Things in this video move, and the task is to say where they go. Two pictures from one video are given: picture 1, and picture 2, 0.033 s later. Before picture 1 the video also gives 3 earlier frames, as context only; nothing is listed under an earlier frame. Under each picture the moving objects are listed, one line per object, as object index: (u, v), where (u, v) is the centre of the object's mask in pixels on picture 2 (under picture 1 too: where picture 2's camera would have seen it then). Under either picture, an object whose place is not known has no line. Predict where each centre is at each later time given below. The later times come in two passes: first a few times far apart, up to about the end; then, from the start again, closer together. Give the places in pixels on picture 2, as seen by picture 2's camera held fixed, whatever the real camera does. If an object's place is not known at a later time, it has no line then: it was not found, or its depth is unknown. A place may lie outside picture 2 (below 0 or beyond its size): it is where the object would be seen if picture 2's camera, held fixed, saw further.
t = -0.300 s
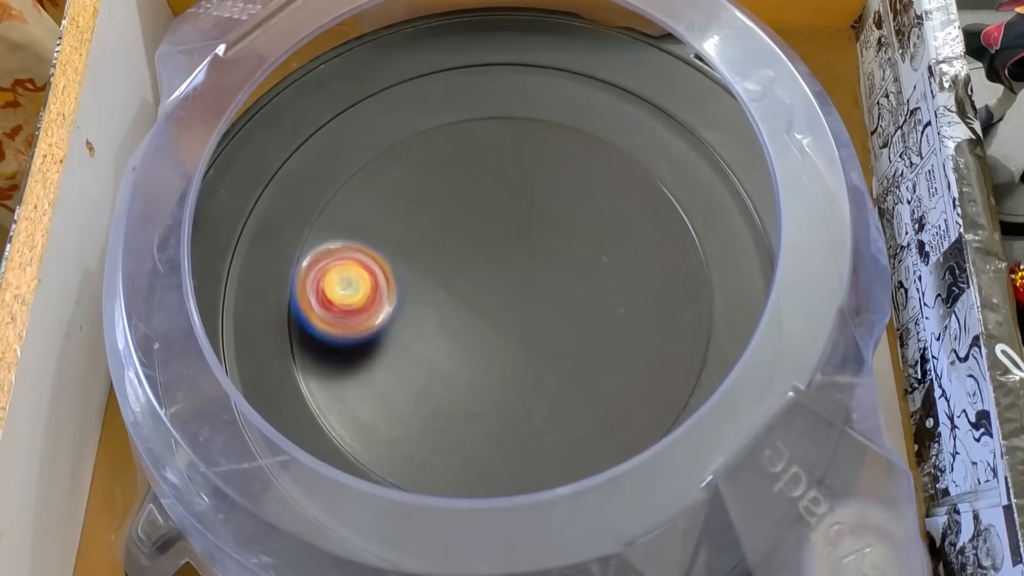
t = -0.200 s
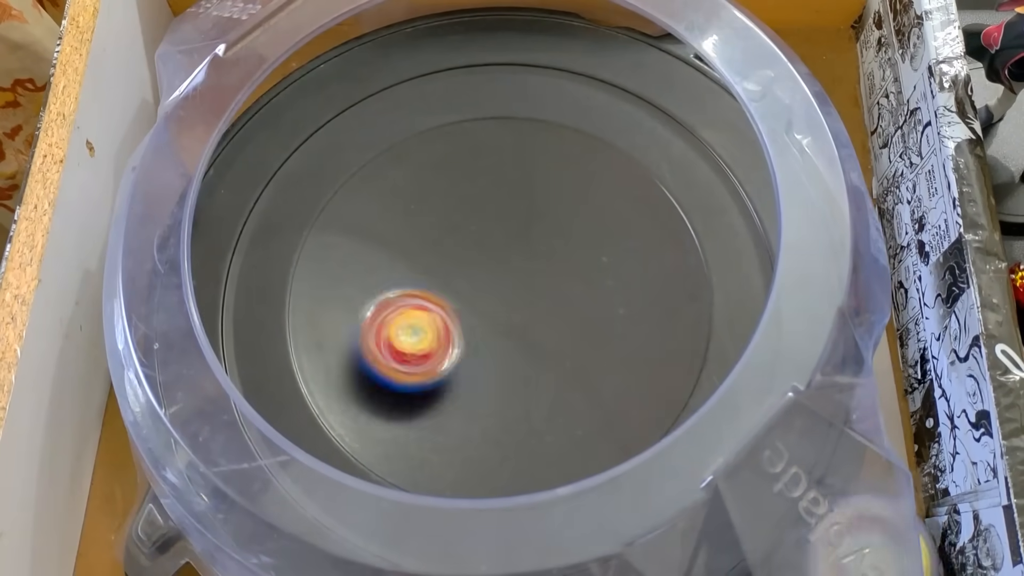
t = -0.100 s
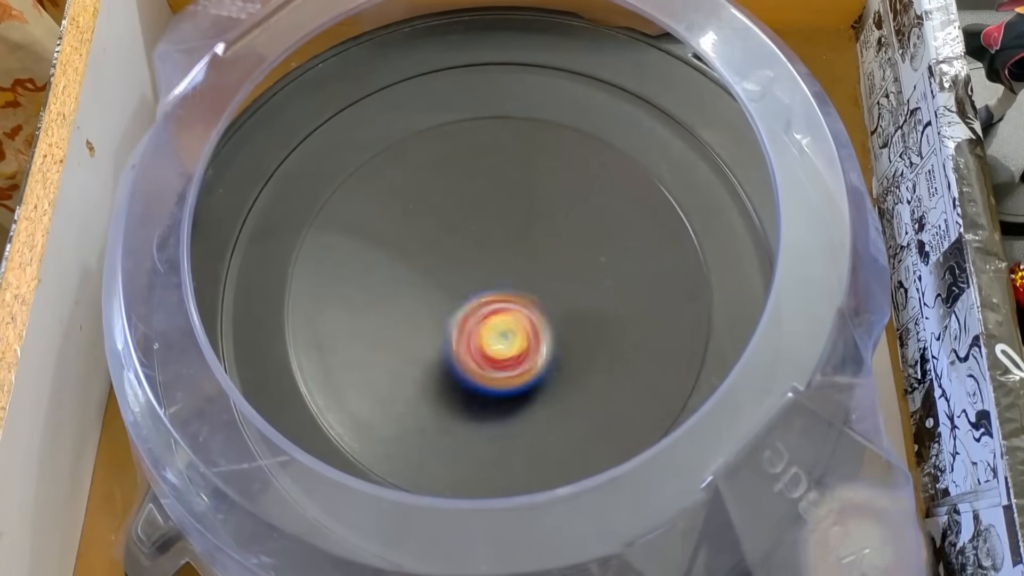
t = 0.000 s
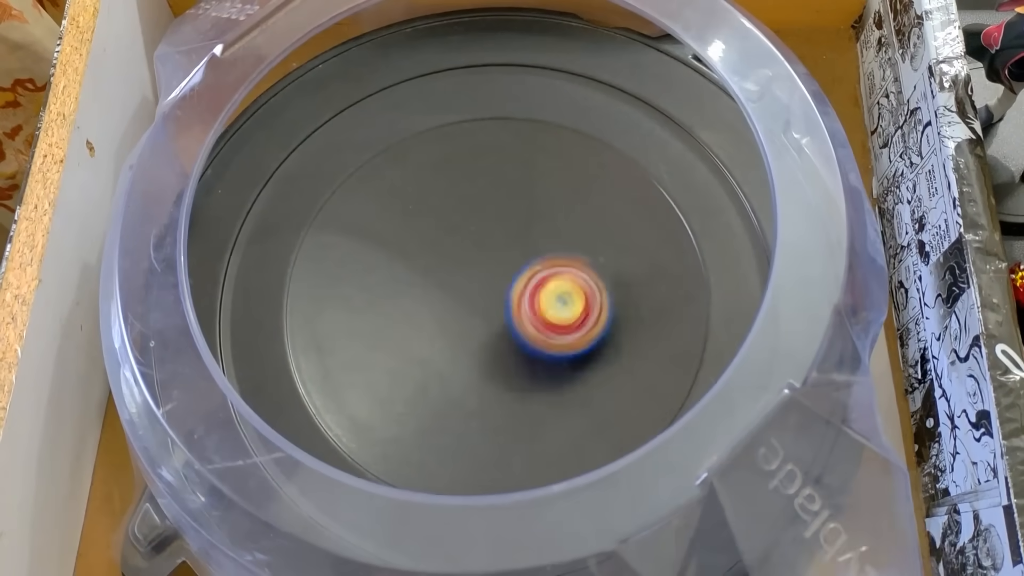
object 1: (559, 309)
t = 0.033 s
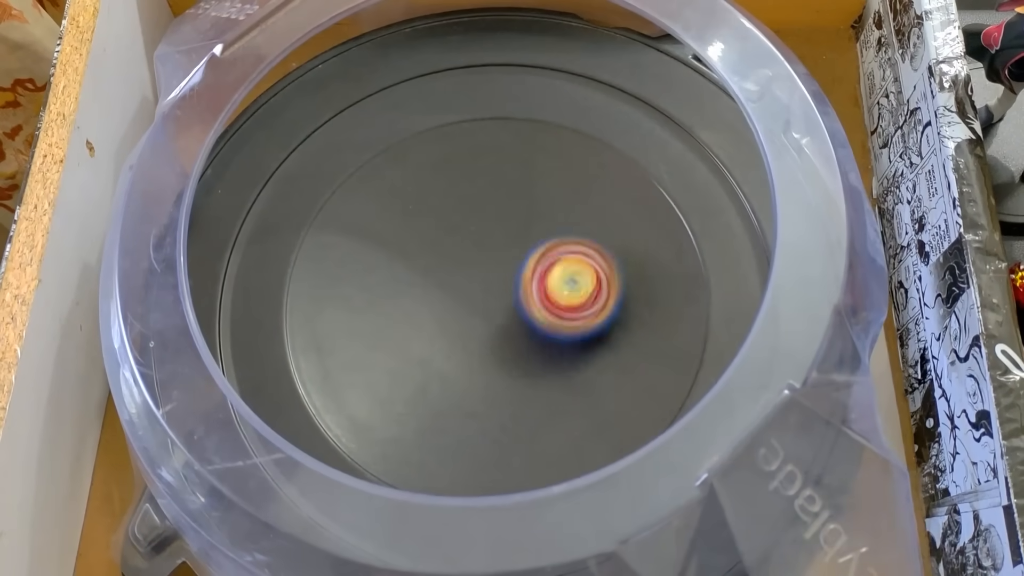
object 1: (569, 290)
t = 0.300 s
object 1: (511, 148)
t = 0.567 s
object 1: (422, 294)
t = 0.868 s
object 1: (572, 367)
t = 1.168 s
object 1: (601, 244)
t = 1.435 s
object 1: (430, 289)
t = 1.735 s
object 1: (451, 418)
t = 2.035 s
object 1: (558, 309)
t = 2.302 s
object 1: (435, 228)
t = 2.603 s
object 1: (367, 325)
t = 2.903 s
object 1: (554, 315)
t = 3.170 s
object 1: (547, 192)
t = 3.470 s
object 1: (427, 262)
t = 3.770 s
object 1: (539, 374)
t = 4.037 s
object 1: (616, 289)
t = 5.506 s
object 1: (390, 299)
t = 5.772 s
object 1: (535, 339)
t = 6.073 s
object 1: (566, 219)
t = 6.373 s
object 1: (445, 280)
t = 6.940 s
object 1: (575, 298)
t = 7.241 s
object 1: (434, 265)
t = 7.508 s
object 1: (412, 359)
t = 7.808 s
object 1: (545, 305)
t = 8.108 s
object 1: (482, 209)
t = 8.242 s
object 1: (434, 239)
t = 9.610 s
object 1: (531, 351)
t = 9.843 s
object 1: (516, 253)
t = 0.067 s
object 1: (576, 270)
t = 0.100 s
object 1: (577, 247)
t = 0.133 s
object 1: (576, 226)
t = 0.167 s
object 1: (571, 205)
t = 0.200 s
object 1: (561, 185)
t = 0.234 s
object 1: (548, 167)
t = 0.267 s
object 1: (532, 154)
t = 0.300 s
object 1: (511, 148)
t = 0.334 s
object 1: (491, 148)
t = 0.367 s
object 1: (471, 154)
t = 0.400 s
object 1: (453, 168)
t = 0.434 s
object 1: (436, 189)
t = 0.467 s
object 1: (425, 212)
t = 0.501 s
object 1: (419, 239)
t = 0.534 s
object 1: (419, 268)
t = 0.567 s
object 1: (422, 294)
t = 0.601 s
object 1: (432, 317)
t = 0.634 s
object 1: (447, 340)
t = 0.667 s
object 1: (463, 354)
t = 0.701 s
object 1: (481, 365)
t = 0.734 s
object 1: (500, 372)
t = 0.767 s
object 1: (519, 375)
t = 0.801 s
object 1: (537, 375)
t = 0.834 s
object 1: (554, 372)
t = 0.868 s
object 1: (572, 367)
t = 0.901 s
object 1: (588, 360)
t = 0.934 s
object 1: (605, 353)
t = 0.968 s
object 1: (617, 341)
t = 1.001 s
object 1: (628, 327)
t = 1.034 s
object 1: (636, 311)
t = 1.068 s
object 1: (638, 293)
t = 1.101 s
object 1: (633, 274)
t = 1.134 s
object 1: (620, 256)
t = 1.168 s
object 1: (601, 244)
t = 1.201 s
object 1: (579, 237)
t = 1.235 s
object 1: (553, 234)
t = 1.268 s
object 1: (529, 234)
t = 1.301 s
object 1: (505, 239)
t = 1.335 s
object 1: (481, 249)
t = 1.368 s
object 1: (461, 262)
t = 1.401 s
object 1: (442, 275)
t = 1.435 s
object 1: (430, 289)
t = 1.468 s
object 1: (421, 305)
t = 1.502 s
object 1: (416, 322)
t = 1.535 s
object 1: (414, 339)
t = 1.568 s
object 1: (414, 353)
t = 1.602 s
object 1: (416, 367)
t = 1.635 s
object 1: (421, 382)
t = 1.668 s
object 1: (429, 396)
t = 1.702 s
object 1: (438, 409)
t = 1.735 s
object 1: (451, 418)
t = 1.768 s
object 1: (466, 424)
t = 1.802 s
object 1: (485, 427)
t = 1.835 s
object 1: (505, 424)
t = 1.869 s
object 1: (525, 415)
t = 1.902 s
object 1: (540, 399)
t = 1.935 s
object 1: (552, 379)
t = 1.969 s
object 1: (559, 356)
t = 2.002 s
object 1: (561, 333)
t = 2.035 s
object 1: (558, 309)
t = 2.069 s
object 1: (550, 289)
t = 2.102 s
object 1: (537, 269)
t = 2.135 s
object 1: (521, 253)
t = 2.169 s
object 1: (505, 242)
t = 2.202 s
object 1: (487, 233)
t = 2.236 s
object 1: (470, 229)
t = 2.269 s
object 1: (452, 227)
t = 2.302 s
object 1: (435, 228)
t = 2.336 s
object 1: (418, 230)
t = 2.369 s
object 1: (403, 234)
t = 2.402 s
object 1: (389, 240)
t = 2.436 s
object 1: (376, 250)
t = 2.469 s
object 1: (366, 262)
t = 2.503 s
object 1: (359, 276)
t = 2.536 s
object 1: (354, 292)
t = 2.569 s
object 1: (358, 309)
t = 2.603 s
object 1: (367, 325)
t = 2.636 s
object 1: (382, 340)
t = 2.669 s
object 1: (401, 352)
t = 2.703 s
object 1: (426, 362)
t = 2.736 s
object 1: (452, 364)
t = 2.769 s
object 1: (478, 363)
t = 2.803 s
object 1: (500, 357)
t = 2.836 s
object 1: (521, 346)
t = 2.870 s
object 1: (540, 330)
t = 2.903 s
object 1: (554, 315)
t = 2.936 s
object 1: (564, 299)
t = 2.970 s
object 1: (570, 281)
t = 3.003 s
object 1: (572, 265)
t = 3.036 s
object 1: (571, 248)
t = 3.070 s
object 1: (568, 233)
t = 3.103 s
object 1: (563, 217)
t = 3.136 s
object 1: (556, 203)
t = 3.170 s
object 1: (547, 192)
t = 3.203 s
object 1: (534, 184)
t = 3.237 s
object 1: (519, 178)
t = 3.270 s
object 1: (503, 176)
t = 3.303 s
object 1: (486, 180)
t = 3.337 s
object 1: (468, 189)
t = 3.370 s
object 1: (453, 204)
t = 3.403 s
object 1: (440, 222)
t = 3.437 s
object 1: (431, 241)
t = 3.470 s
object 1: (427, 262)
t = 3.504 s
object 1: (428, 284)
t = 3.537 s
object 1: (433, 306)
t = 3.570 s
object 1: (443, 325)
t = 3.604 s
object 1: (455, 342)
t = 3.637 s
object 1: (470, 355)
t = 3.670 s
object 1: (487, 365)
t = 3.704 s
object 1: (504, 371)
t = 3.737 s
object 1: (521, 374)
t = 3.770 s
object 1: (539, 374)
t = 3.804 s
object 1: (556, 372)
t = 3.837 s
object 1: (572, 368)
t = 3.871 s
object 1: (586, 360)
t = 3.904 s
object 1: (599, 350)
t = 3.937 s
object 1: (609, 337)
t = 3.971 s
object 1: (616, 322)
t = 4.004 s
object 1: (618, 305)
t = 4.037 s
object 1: (616, 289)
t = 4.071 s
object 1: (607, 272)
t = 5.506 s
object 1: (390, 299)
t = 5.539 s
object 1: (400, 314)
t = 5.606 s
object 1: (434, 341)
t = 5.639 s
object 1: (454, 348)
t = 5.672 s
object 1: (476, 352)
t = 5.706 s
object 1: (497, 351)
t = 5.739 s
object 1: (517, 346)
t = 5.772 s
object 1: (535, 339)
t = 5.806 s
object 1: (549, 328)
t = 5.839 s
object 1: (561, 316)
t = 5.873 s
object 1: (571, 303)
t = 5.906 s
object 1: (578, 288)
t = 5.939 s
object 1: (581, 273)
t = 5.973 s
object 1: (582, 258)
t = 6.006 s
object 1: (580, 244)
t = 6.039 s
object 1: (575, 231)
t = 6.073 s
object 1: (566, 219)
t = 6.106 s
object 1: (555, 211)
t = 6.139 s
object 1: (540, 208)
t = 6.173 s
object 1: (524, 208)
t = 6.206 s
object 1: (507, 212)
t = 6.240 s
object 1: (491, 220)
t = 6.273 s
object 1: (475, 231)
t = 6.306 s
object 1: (461, 247)
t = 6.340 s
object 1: (452, 263)
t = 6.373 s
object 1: (445, 280)
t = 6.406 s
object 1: (443, 297)
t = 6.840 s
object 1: (582, 347)
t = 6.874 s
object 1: (585, 331)
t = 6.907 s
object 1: (582, 313)
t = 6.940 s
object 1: (575, 298)
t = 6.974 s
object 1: (563, 282)
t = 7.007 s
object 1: (548, 271)
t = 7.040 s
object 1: (533, 262)
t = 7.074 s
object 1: (516, 257)
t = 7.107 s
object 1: (498, 253)
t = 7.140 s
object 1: (480, 253)
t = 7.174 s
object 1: (463, 255)
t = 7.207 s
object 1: (447, 258)
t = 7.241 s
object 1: (434, 265)
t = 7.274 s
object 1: (420, 273)
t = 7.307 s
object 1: (410, 283)
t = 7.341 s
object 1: (402, 295)
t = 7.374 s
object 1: (398, 309)
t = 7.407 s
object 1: (396, 323)
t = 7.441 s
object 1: (399, 336)
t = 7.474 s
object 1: (404, 349)
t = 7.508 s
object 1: (412, 359)
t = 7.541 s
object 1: (425, 368)
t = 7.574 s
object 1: (442, 372)
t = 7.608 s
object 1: (460, 373)
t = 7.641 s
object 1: (480, 370)
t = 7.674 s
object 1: (500, 362)
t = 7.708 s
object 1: (516, 351)
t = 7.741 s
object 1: (529, 339)
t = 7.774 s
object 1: (539, 323)
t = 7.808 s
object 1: (545, 305)
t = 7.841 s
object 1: (547, 290)
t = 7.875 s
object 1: (547, 274)
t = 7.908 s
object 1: (544, 259)
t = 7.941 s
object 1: (539, 246)
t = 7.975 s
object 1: (530, 234)
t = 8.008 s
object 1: (521, 225)
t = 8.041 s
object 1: (510, 216)
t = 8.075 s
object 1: (496, 211)
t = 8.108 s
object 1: (482, 209)
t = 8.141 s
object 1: (468, 212)
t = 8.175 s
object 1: (455, 219)
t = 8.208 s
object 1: (443, 228)
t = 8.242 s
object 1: (434, 239)
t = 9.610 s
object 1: (531, 351)
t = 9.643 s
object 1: (539, 336)
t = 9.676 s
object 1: (543, 320)
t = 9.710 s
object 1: (543, 304)
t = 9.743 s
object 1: (539, 288)
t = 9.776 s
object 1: (532, 275)
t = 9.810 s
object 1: (525, 264)
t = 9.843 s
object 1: (516, 253)
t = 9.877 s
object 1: (503, 243)
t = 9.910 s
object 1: (491, 237)
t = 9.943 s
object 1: (478, 234)
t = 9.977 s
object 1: (465, 234)
